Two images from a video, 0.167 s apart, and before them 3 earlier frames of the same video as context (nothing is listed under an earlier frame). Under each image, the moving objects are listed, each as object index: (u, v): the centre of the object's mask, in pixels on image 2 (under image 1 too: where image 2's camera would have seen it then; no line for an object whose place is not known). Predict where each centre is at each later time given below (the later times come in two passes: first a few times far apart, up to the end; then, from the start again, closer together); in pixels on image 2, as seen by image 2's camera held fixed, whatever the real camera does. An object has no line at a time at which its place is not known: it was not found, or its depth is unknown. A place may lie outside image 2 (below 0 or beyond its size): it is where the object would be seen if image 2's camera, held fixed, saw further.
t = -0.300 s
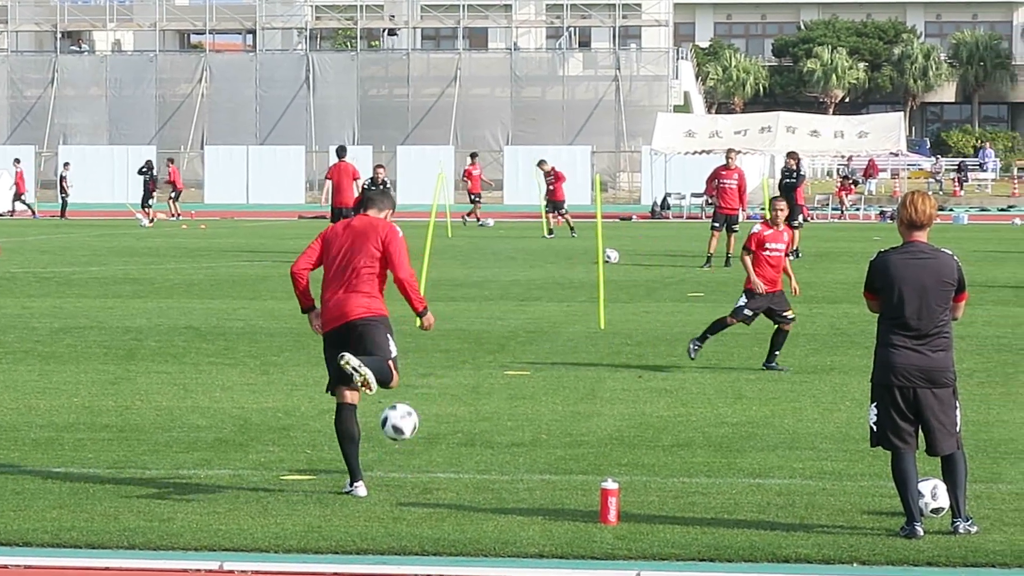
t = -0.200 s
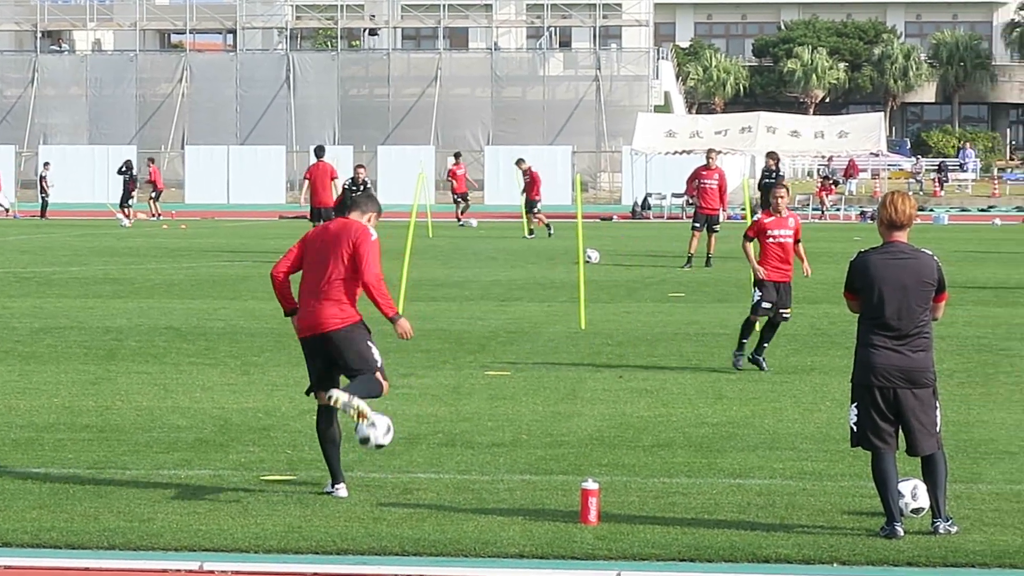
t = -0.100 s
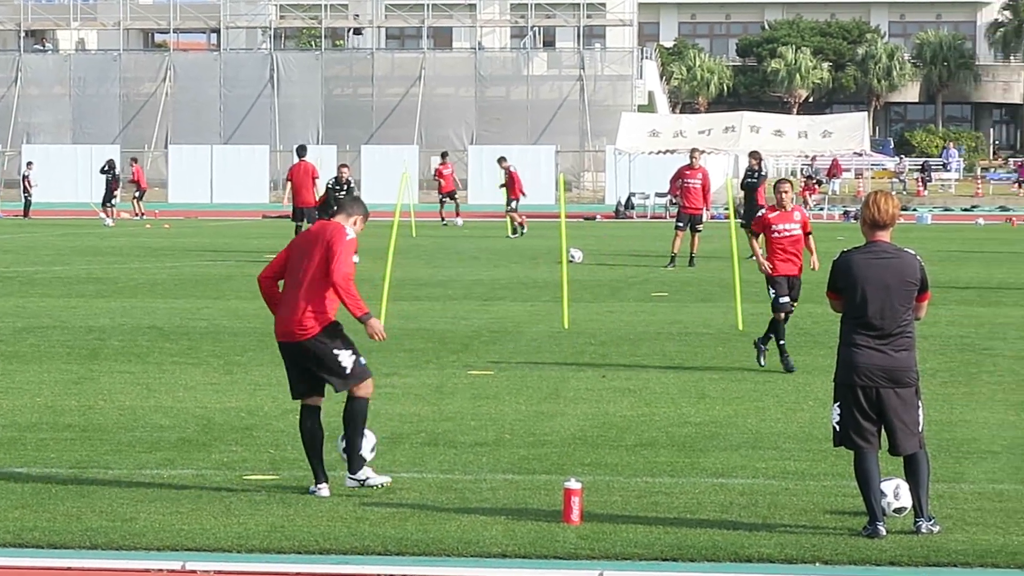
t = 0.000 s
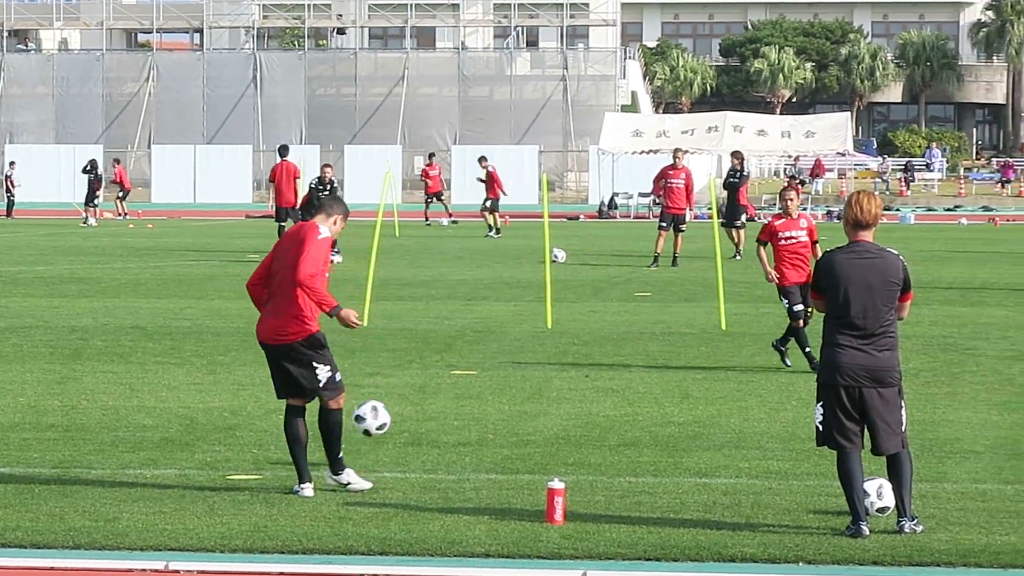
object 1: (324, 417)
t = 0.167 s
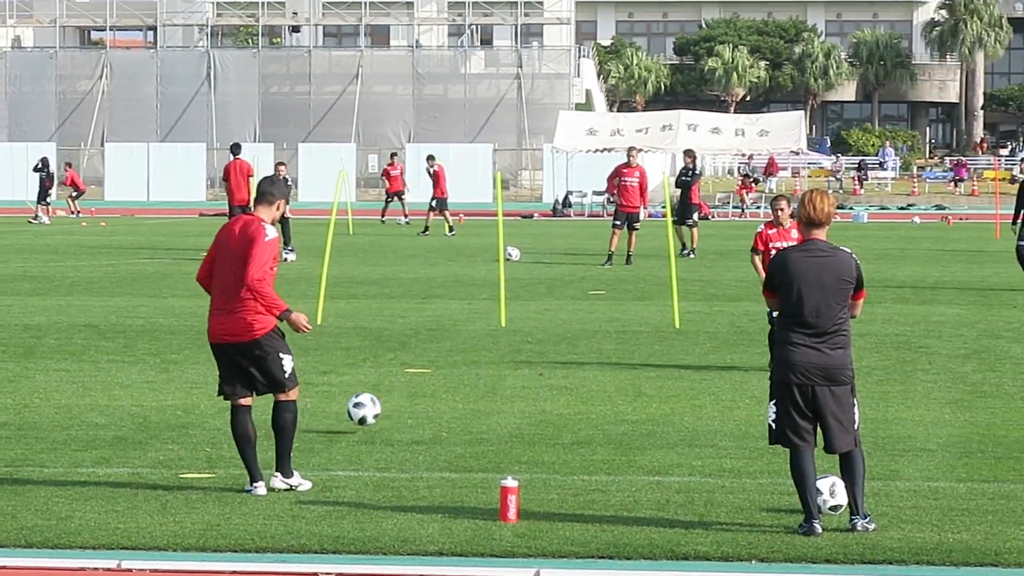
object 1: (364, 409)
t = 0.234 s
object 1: (376, 407)
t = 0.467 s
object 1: (403, 364)
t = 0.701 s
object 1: (415, 351)
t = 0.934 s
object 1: (420, 344)
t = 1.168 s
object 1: (422, 333)
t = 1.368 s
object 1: (422, 322)
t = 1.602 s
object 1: (423, 318)
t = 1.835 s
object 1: (423, 312)
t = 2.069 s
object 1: (421, 306)
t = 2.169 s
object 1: (421, 304)
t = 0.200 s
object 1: (370, 412)
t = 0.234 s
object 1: (376, 407)
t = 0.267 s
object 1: (380, 396)
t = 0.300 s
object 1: (385, 386)
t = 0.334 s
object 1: (389, 378)
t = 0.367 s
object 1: (392, 372)
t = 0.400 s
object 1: (396, 368)
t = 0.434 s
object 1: (400, 365)
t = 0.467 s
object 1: (403, 364)
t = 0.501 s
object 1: (405, 364)
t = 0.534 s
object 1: (407, 366)
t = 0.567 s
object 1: (409, 369)
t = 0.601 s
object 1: (411, 370)
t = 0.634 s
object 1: (412, 363)
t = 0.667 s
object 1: (414, 356)
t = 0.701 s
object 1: (415, 351)
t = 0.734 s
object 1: (416, 347)
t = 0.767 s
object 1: (417, 345)
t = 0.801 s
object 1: (418, 344)
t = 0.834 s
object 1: (419, 344)
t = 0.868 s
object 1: (419, 346)
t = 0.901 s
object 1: (419, 349)
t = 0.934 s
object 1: (420, 344)
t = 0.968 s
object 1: (421, 338)
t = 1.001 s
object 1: (421, 334)
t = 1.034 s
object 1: (421, 331)
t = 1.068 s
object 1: (421, 330)
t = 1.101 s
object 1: (421, 330)
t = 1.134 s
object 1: (421, 331)
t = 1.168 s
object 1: (422, 333)
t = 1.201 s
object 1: (422, 331)
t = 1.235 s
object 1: (422, 327)
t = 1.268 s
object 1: (422, 324)
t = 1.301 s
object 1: (422, 322)
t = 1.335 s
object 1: (422, 321)
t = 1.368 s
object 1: (422, 322)
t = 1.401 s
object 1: (422, 323)
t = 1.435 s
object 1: (422, 323)
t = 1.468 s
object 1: (423, 321)
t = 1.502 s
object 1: (423, 319)
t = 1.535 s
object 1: (423, 318)
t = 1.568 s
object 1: (423, 318)
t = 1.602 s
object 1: (423, 318)
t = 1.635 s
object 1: (424, 317)
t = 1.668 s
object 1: (423, 315)
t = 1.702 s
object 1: (424, 314)
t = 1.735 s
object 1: (424, 314)
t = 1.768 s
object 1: (424, 313)
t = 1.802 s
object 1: (423, 312)
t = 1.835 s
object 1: (423, 312)
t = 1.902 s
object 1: (423, 310)
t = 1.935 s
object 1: (423, 309)
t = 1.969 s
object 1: (422, 308)
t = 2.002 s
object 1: (422, 308)
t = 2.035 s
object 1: (422, 307)
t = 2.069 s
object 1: (421, 306)
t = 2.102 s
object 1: (421, 306)
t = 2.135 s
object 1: (421, 305)
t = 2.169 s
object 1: (421, 304)
